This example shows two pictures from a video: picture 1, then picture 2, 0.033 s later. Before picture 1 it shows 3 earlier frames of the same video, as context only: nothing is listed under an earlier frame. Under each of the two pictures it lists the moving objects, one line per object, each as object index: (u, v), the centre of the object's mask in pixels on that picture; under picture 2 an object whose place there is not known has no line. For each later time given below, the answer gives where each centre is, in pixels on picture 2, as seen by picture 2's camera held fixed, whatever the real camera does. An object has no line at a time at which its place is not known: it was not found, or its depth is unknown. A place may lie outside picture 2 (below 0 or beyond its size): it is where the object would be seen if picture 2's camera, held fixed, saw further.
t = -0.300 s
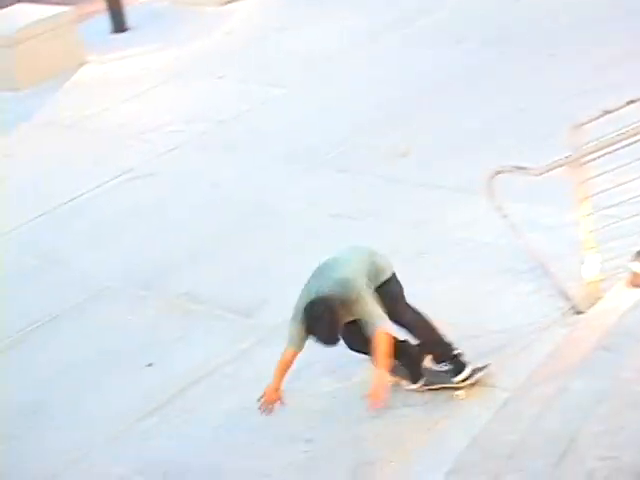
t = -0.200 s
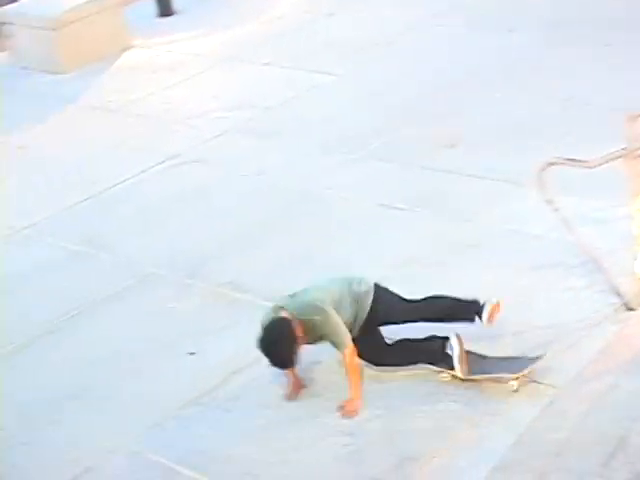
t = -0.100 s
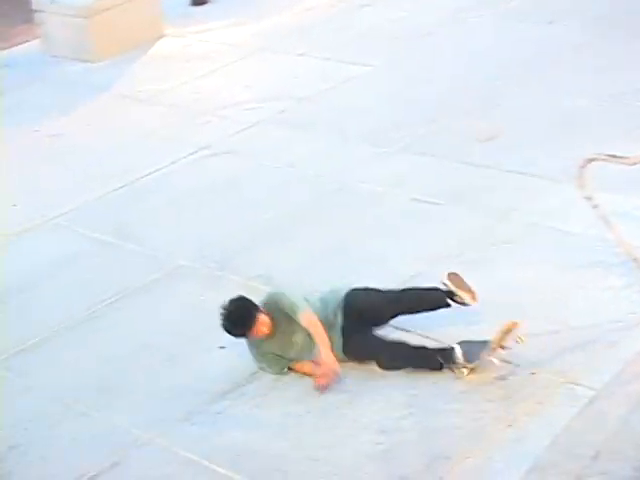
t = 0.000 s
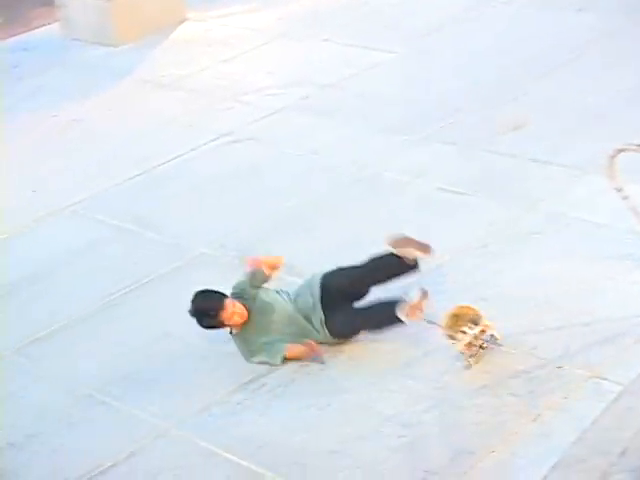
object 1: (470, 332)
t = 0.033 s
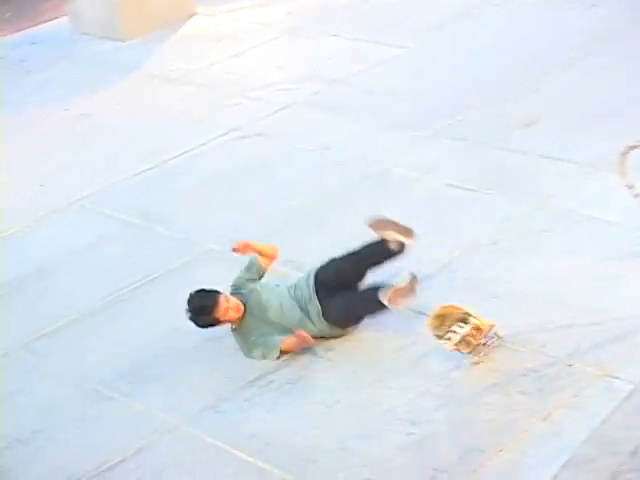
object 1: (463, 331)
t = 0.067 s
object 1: (449, 332)
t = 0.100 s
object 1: (437, 337)
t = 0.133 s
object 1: (428, 342)
